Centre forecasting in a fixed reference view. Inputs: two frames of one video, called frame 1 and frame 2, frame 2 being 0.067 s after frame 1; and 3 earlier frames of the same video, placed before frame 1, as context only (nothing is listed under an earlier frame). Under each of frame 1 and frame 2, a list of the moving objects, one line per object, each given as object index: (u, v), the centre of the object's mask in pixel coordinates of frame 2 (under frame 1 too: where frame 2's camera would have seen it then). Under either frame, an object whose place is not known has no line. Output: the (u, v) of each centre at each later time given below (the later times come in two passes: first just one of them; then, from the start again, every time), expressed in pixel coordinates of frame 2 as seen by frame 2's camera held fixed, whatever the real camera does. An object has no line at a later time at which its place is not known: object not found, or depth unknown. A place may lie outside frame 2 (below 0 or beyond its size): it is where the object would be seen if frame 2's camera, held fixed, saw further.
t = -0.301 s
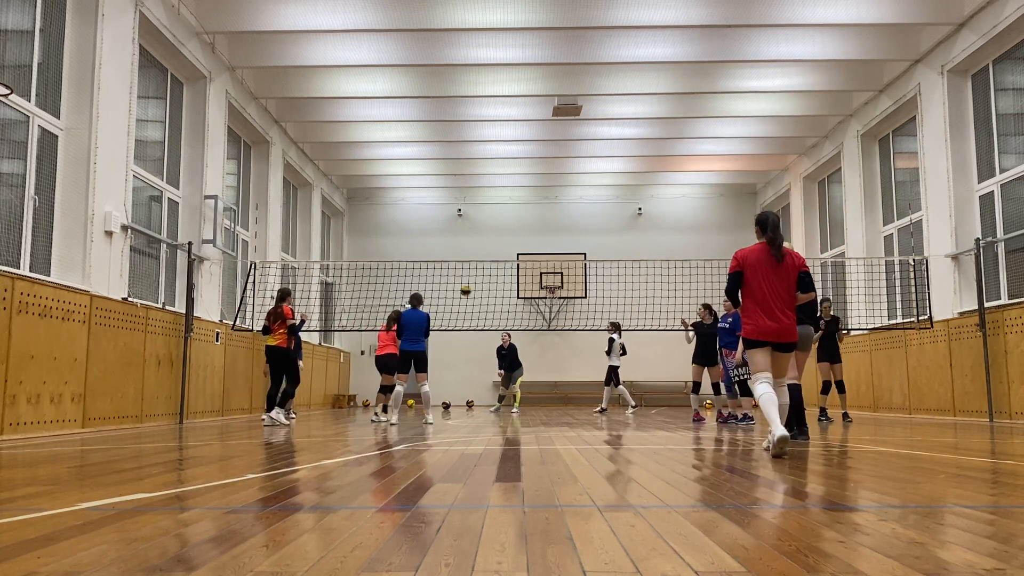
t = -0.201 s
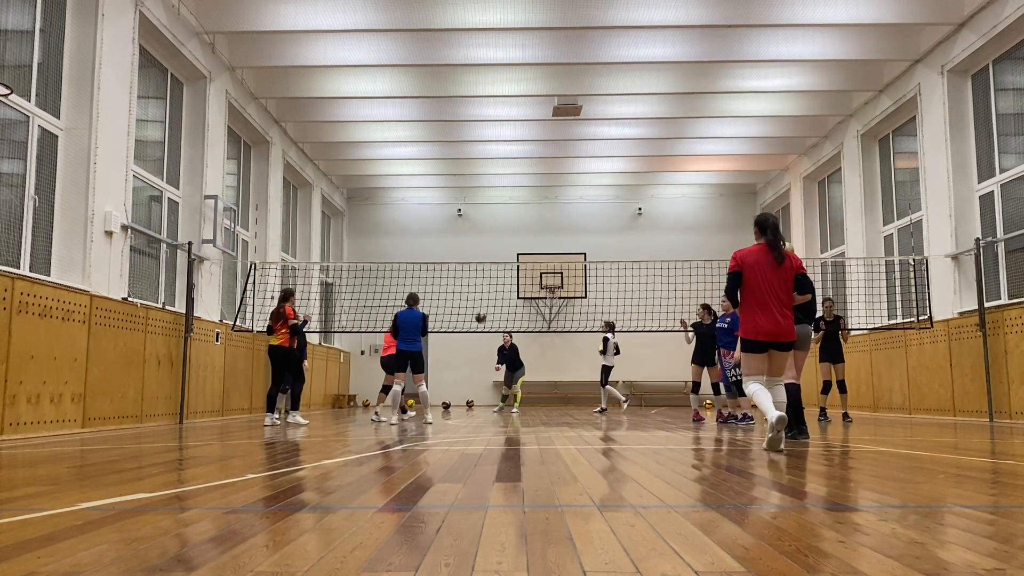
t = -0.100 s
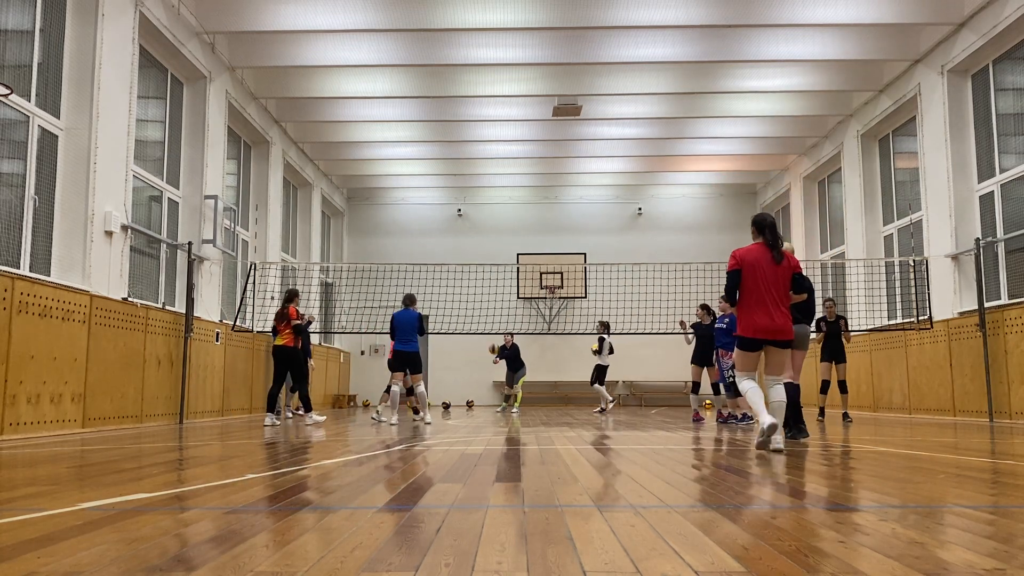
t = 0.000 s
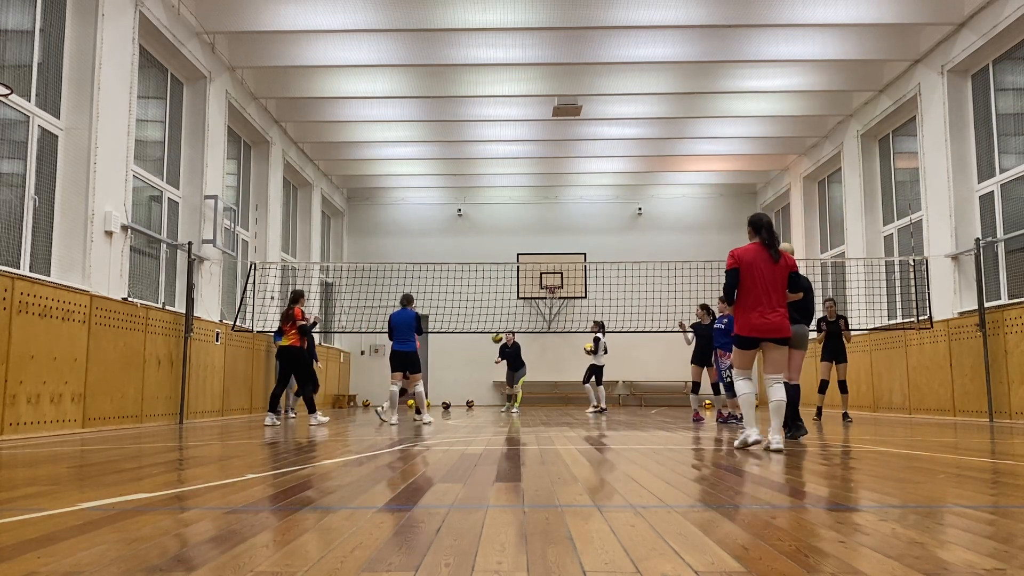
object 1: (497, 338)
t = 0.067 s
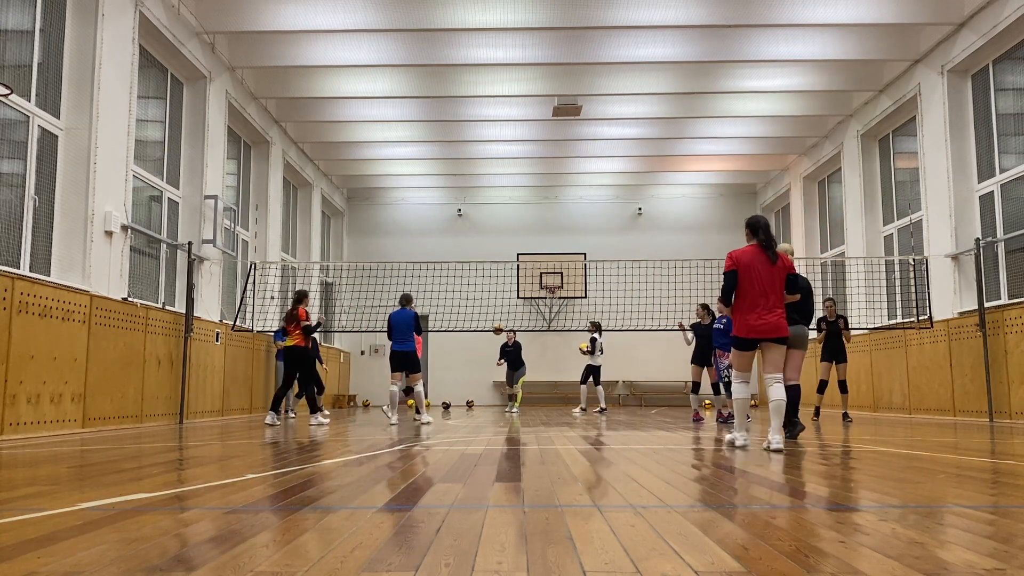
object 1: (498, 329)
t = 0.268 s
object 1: (500, 318)
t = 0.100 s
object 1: (498, 326)
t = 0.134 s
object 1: (498, 323)
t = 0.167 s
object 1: (499, 319)
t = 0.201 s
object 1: (499, 319)
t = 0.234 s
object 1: (499, 318)
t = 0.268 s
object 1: (500, 318)
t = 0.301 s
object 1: (500, 318)
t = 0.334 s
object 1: (500, 319)
